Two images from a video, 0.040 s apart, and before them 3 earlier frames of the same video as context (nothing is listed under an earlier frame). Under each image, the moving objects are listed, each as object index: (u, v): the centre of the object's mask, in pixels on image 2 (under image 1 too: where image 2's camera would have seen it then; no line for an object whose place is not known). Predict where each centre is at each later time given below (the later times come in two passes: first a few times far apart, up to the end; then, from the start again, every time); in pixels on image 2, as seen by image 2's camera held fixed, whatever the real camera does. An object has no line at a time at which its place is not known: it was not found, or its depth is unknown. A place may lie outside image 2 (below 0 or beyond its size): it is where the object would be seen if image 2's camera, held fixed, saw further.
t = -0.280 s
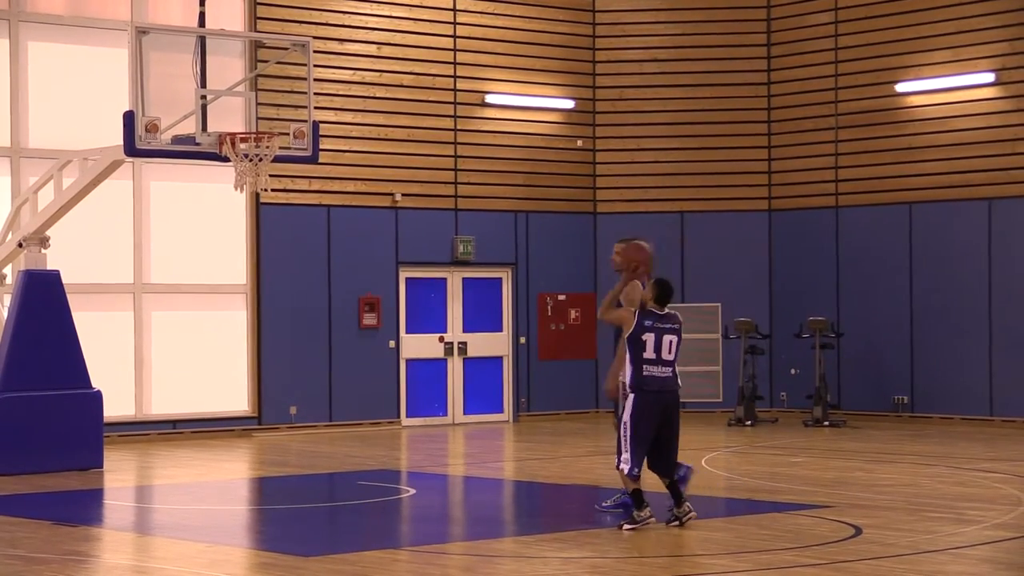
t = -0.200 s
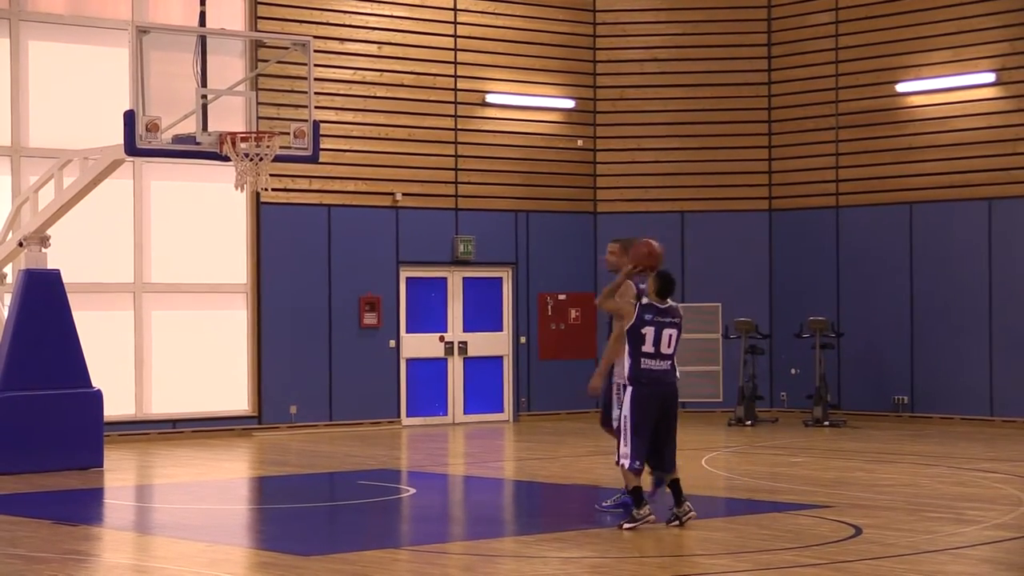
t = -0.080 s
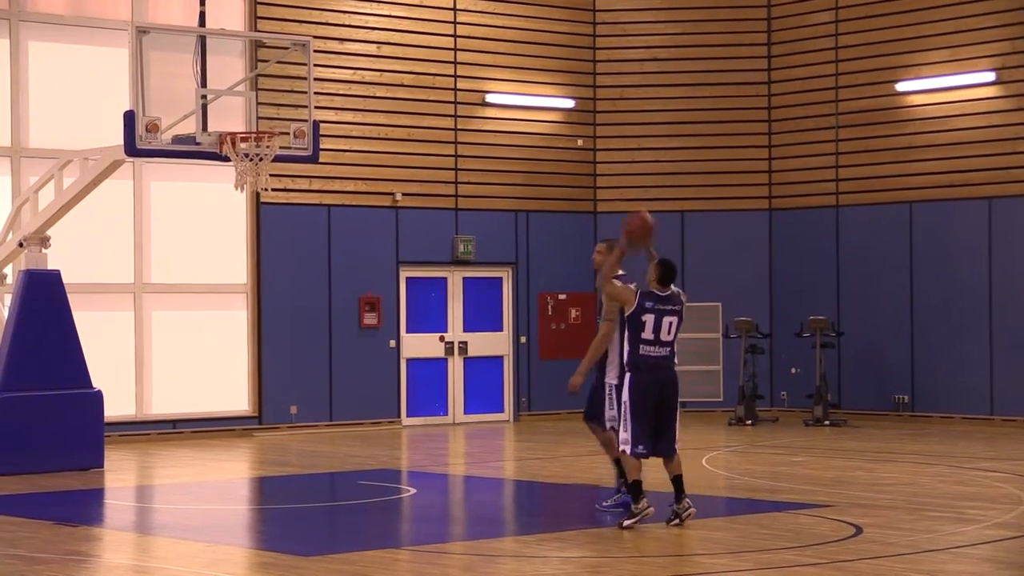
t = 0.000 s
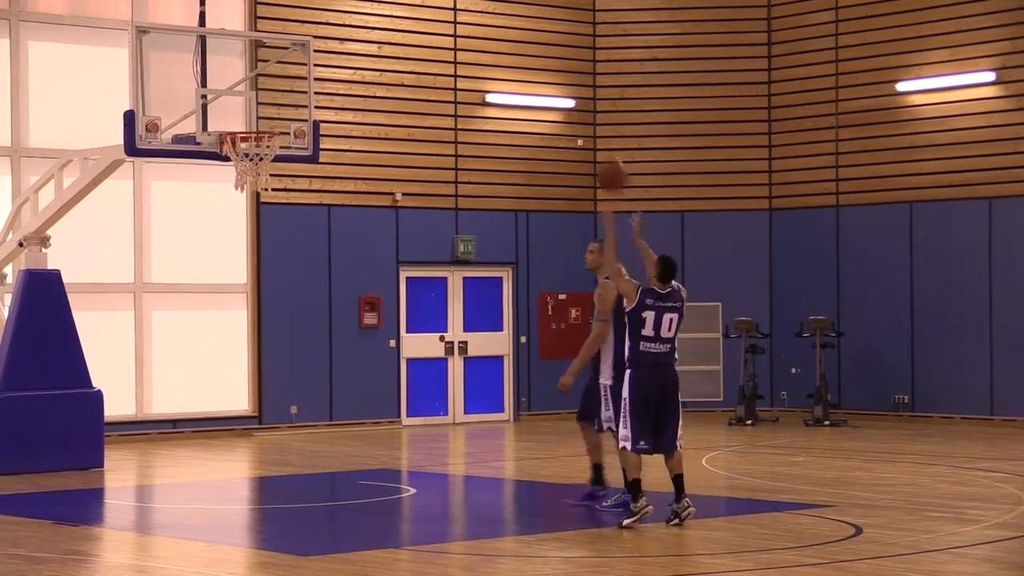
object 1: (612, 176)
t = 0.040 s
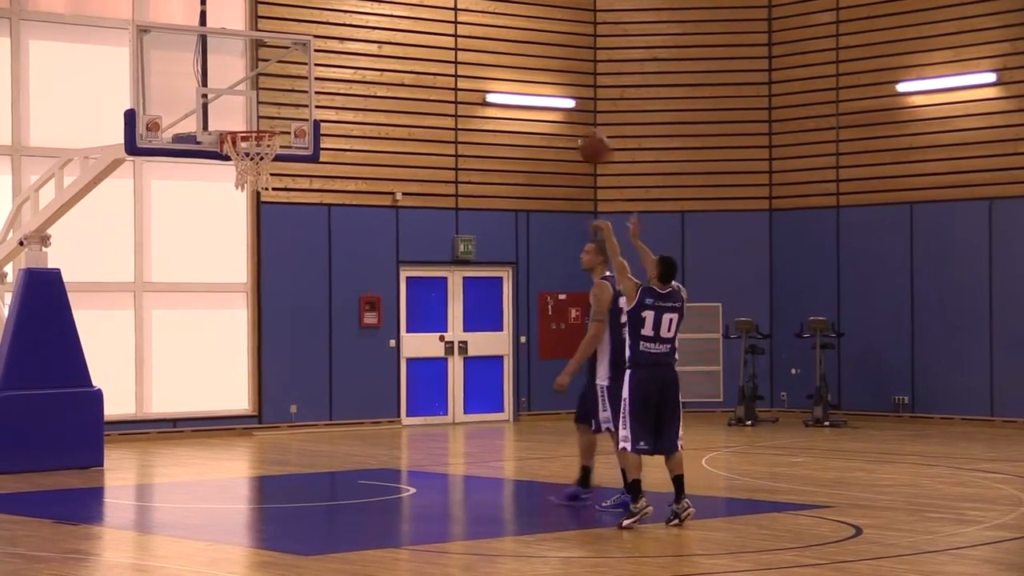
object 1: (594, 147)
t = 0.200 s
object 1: (527, 63)
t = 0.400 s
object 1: (450, 11)
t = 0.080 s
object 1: (578, 122)
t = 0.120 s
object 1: (562, 100)
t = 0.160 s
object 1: (544, 80)
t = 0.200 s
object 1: (527, 63)
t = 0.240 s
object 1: (511, 47)
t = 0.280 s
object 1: (495, 34)
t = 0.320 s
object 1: (480, 24)
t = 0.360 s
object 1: (465, 15)
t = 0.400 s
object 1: (450, 11)
